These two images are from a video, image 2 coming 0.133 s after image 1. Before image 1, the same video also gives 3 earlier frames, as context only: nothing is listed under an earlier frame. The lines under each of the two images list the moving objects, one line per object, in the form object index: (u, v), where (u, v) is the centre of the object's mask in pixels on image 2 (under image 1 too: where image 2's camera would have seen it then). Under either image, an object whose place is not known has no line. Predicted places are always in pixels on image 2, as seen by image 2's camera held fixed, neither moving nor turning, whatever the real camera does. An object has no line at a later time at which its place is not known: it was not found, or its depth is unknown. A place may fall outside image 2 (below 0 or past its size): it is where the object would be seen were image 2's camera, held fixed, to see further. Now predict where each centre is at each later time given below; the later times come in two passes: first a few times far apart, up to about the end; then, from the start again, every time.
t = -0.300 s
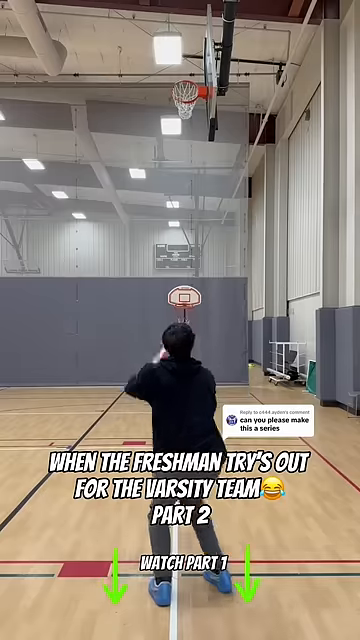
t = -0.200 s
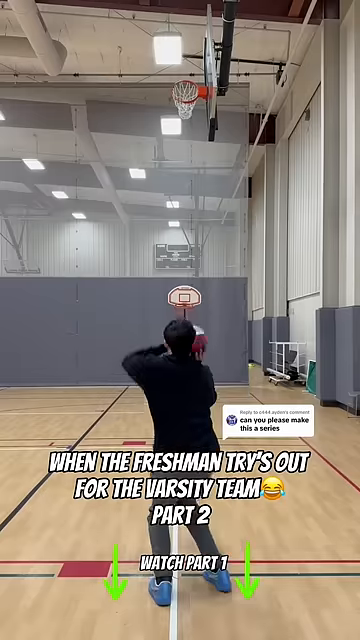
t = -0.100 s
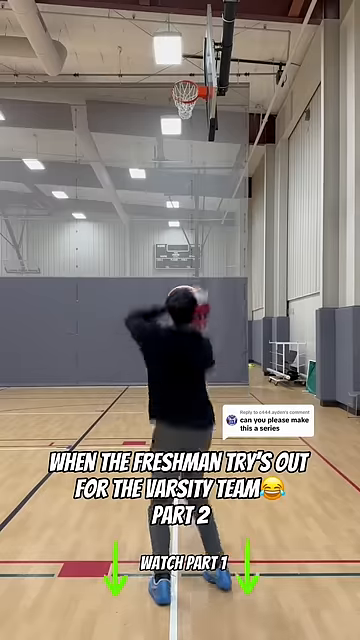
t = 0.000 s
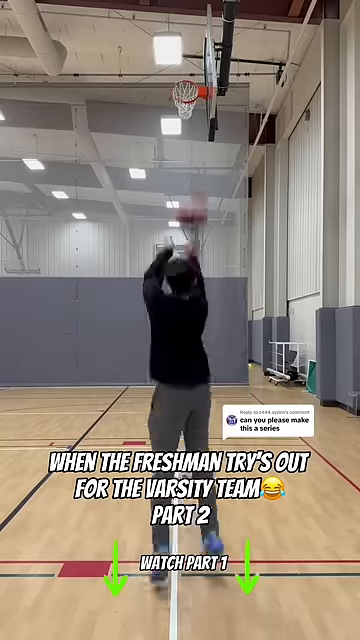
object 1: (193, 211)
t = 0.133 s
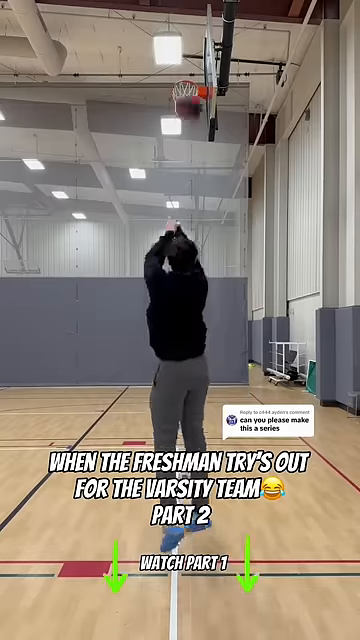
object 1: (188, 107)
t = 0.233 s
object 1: (188, 62)
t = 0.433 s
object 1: (185, 18)
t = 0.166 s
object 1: (187, 92)
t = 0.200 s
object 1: (188, 76)
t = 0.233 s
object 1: (188, 62)
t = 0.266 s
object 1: (188, 49)
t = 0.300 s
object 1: (187, 39)
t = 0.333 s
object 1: (186, 32)
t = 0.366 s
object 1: (186, 26)
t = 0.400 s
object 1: (186, 21)
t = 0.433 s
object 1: (185, 18)
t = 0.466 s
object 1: (185, 15)
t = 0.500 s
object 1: (185, 14)
